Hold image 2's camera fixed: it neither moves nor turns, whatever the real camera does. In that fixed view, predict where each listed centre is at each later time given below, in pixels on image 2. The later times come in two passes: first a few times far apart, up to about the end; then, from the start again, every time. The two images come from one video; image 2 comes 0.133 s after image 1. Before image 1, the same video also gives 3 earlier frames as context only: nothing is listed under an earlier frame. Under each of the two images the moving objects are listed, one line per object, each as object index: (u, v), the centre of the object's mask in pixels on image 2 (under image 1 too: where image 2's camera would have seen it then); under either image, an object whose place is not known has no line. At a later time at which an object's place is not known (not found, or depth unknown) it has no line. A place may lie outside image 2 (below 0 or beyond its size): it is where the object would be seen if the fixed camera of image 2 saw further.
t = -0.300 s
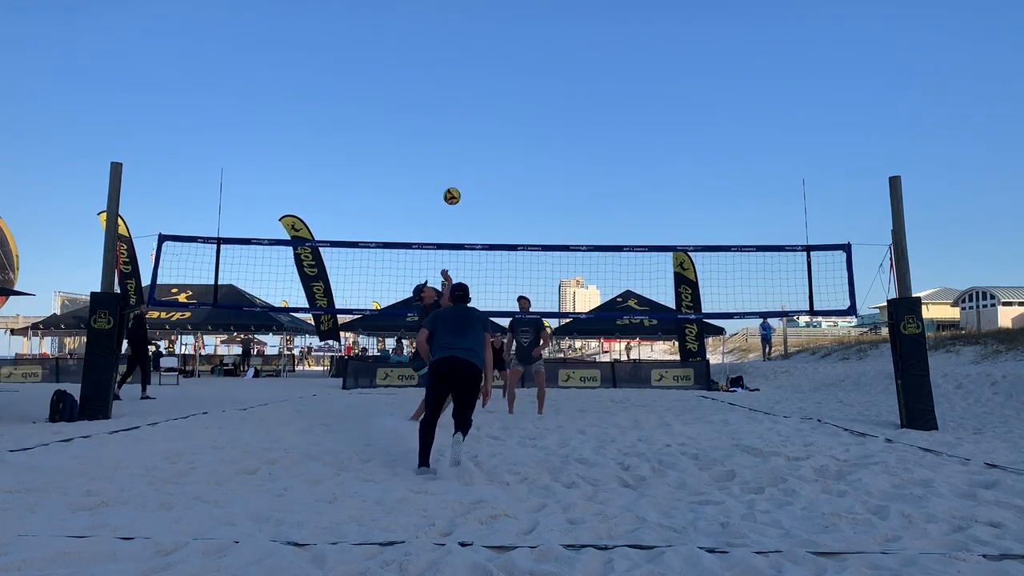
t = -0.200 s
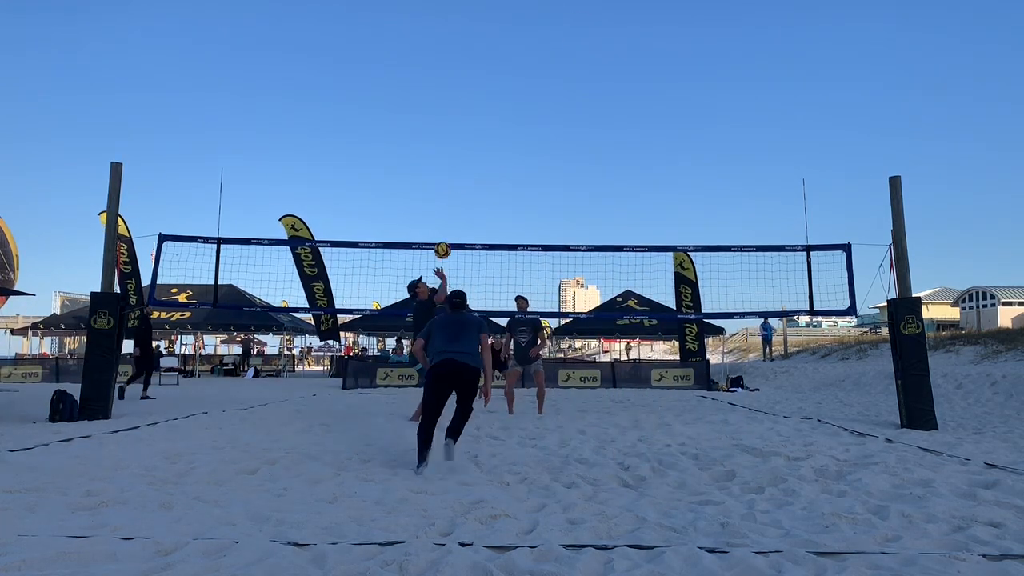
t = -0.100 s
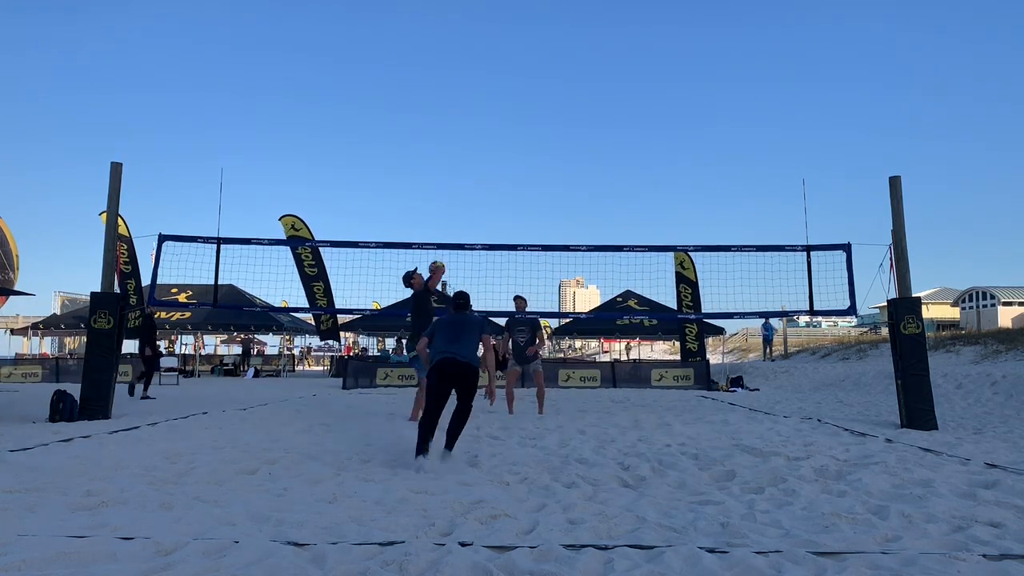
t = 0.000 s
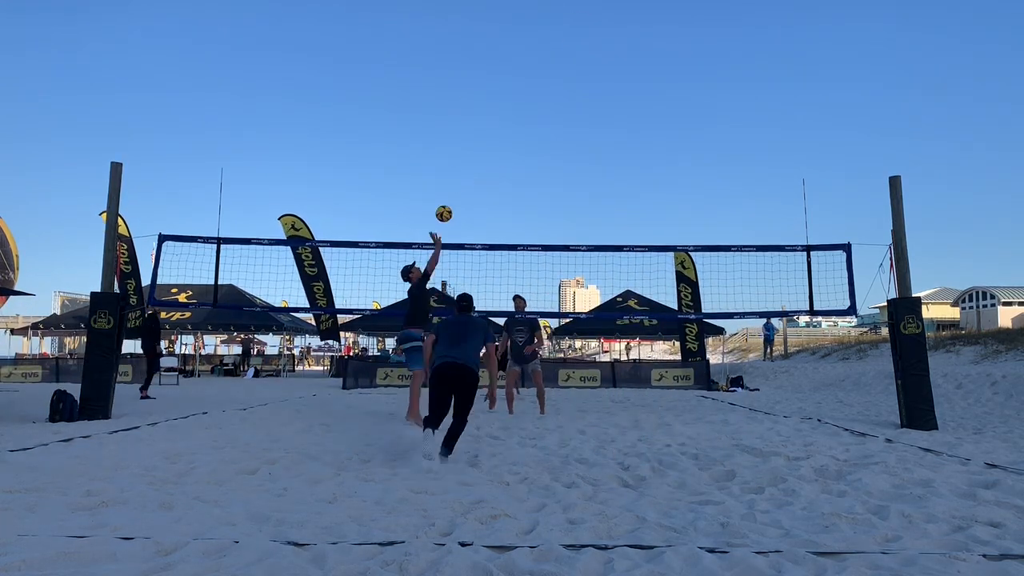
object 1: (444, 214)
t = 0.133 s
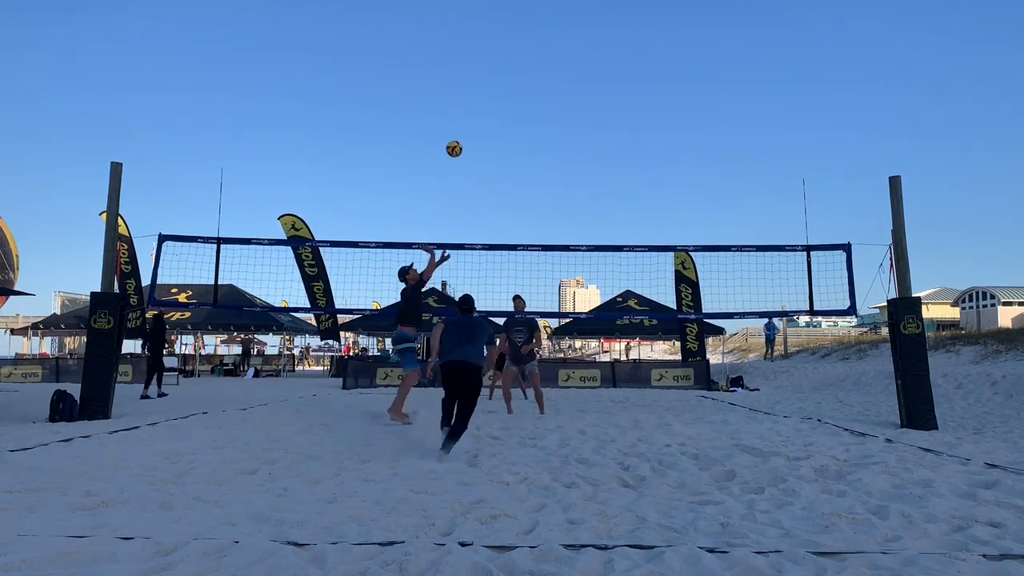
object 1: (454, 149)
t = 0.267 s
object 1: (463, 99)
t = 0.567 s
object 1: (478, 40)
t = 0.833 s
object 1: (490, 46)
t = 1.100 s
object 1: (499, 103)
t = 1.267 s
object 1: (503, 163)
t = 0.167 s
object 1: (456, 135)
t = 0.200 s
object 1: (458, 122)
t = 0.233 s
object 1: (461, 111)
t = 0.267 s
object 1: (463, 99)
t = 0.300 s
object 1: (464, 90)
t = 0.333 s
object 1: (466, 80)
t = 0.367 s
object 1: (468, 72)
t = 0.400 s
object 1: (470, 64)
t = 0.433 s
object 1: (471, 58)
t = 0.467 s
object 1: (473, 52)
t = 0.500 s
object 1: (475, 48)
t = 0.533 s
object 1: (476, 44)
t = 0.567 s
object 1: (478, 40)
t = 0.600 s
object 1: (479, 38)
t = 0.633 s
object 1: (481, 37)
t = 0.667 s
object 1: (482, 36)
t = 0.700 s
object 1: (484, 36)
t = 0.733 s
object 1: (485, 38)
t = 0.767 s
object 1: (487, 39)
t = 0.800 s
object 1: (488, 42)
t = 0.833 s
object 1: (490, 46)
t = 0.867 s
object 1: (491, 50)
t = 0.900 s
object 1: (492, 55)
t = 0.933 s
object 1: (493, 61)
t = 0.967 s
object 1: (494, 68)
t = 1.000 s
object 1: (495, 75)
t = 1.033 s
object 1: (497, 84)
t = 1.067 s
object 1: (497, 93)
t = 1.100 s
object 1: (499, 103)
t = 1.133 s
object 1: (499, 113)
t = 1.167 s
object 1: (500, 125)
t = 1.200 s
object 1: (501, 137)
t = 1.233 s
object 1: (502, 149)
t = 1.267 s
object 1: (503, 163)
